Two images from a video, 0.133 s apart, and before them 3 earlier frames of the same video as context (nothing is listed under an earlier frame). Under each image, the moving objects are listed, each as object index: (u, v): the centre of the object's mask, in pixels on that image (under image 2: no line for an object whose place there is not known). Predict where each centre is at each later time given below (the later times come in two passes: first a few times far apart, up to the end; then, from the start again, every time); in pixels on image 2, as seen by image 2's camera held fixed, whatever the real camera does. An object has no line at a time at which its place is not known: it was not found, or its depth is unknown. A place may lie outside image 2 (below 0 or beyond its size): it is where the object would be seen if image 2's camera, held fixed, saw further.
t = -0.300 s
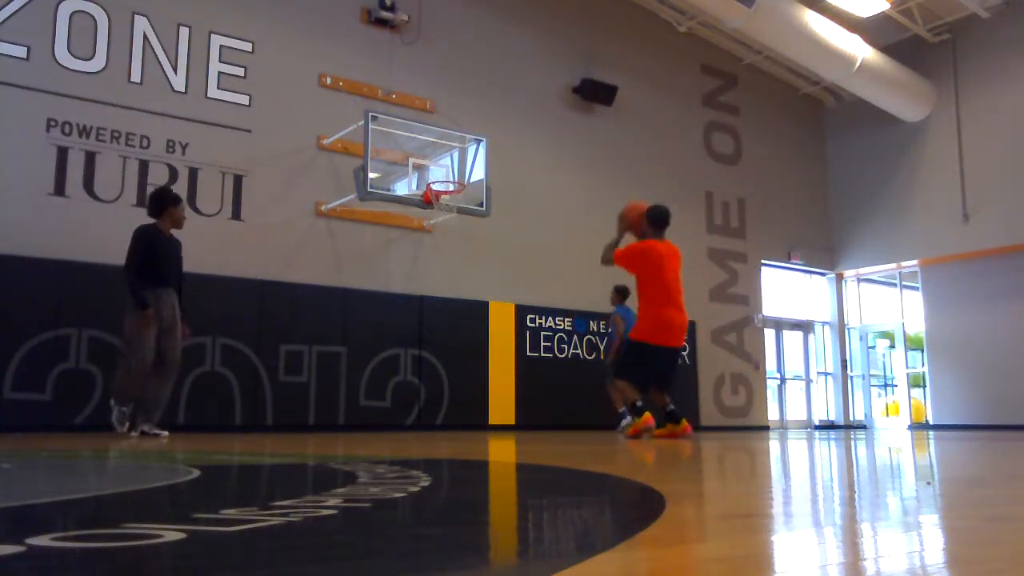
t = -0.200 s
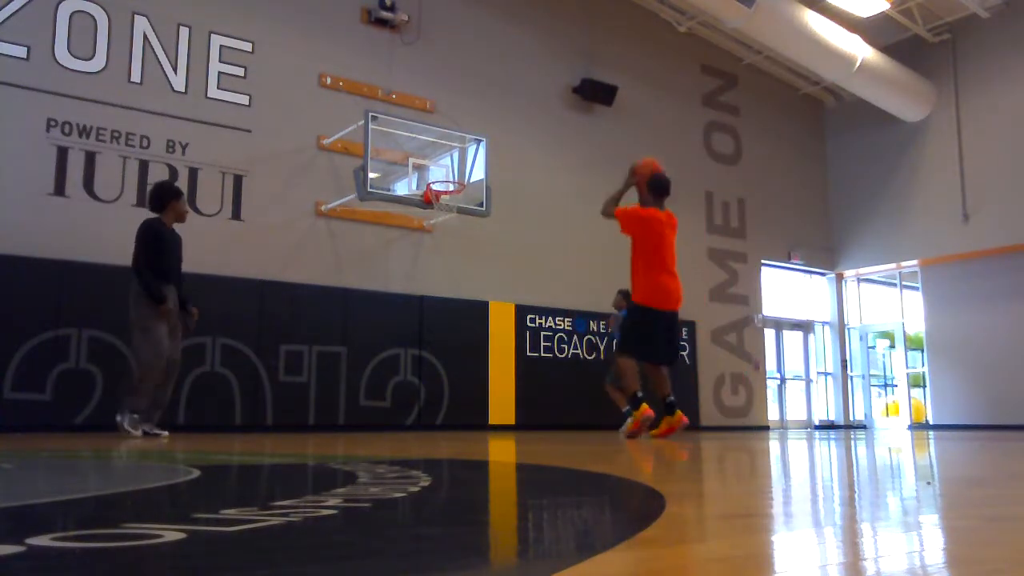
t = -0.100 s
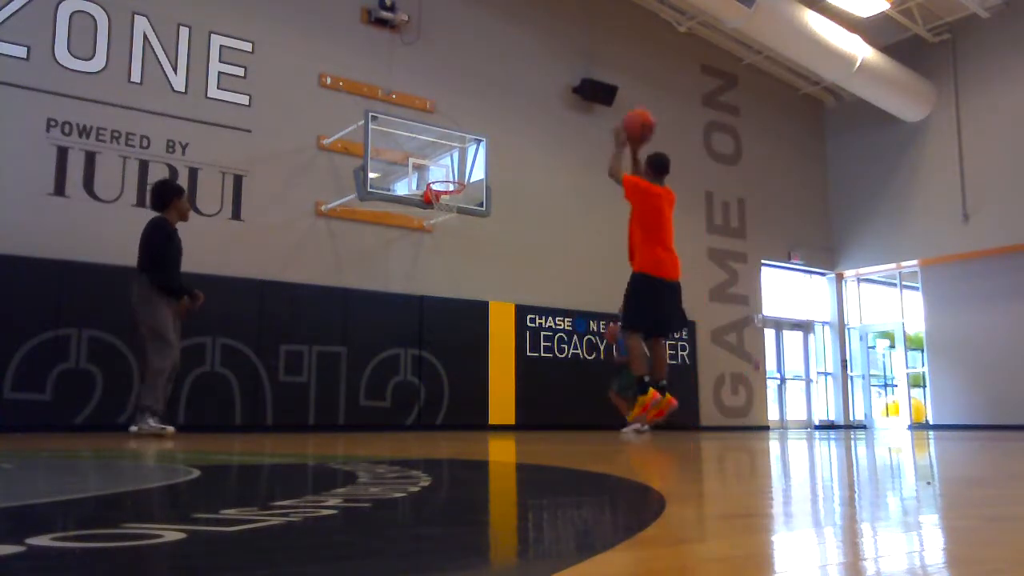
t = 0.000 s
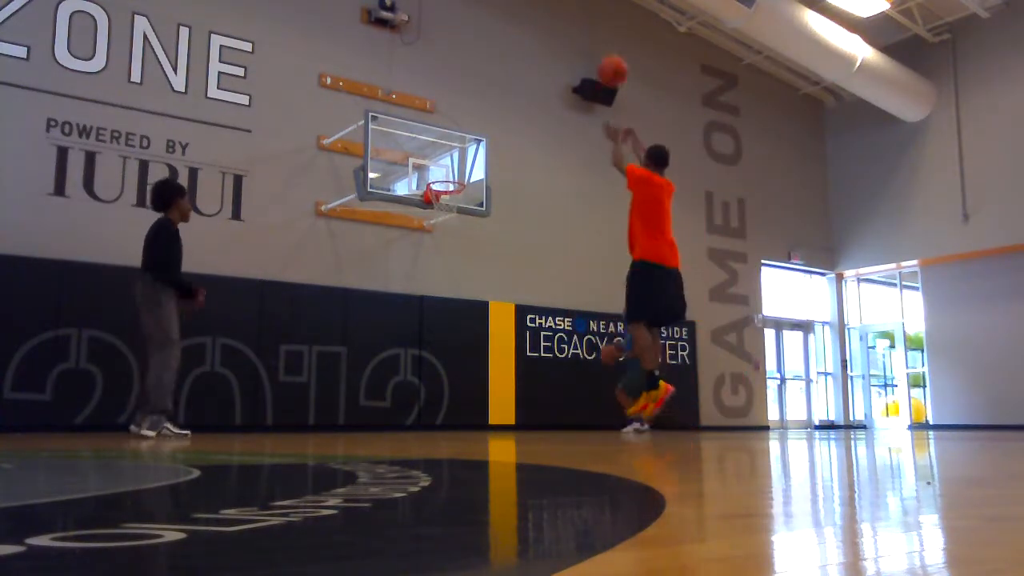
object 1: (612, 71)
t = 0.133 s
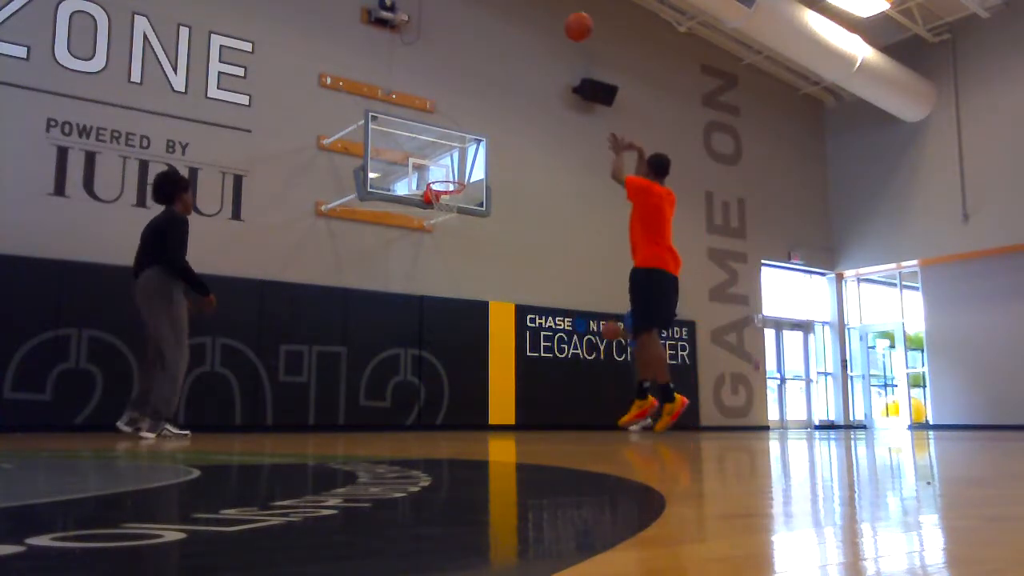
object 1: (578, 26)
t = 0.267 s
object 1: (550, 9)
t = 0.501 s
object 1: (511, 15)
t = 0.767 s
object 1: (478, 77)
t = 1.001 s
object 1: (453, 164)
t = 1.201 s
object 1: (469, 203)
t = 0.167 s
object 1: (571, 19)
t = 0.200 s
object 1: (563, 13)
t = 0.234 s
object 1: (556, 11)
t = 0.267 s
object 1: (550, 9)
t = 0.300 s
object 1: (544, 8)
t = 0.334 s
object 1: (537, 8)
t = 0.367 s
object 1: (532, 8)
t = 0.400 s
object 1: (526, 8)
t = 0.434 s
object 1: (522, 9)
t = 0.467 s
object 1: (516, 11)
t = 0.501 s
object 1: (511, 15)
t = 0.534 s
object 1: (507, 20)
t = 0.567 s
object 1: (501, 26)
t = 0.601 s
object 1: (498, 32)
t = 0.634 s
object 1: (493, 40)
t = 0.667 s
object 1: (489, 48)
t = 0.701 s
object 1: (485, 57)
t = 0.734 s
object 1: (481, 67)
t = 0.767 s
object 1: (478, 77)
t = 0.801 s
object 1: (474, 87)
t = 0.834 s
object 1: (470, 99)
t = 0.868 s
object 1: (466, 111)
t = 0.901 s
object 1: (463, 123)
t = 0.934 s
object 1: (459, 136)
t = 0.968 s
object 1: (456, 150)
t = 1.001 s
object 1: (453, 164)
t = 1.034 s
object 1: (450, 178)
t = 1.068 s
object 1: (451, 191)
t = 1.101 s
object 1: (455, 195)
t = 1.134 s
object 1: (463, 198)
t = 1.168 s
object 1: (466, 201)
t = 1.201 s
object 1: (469, 203)
